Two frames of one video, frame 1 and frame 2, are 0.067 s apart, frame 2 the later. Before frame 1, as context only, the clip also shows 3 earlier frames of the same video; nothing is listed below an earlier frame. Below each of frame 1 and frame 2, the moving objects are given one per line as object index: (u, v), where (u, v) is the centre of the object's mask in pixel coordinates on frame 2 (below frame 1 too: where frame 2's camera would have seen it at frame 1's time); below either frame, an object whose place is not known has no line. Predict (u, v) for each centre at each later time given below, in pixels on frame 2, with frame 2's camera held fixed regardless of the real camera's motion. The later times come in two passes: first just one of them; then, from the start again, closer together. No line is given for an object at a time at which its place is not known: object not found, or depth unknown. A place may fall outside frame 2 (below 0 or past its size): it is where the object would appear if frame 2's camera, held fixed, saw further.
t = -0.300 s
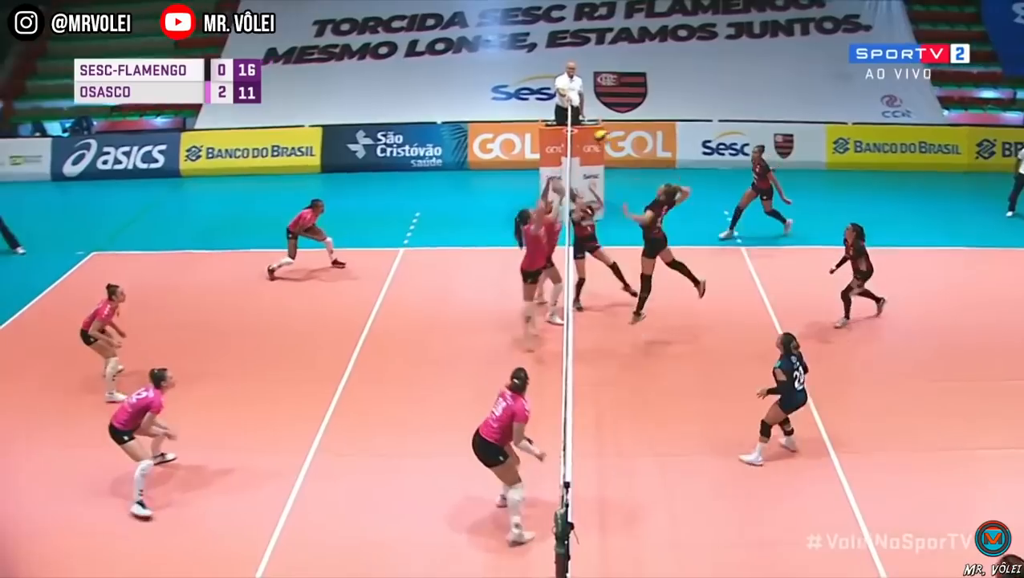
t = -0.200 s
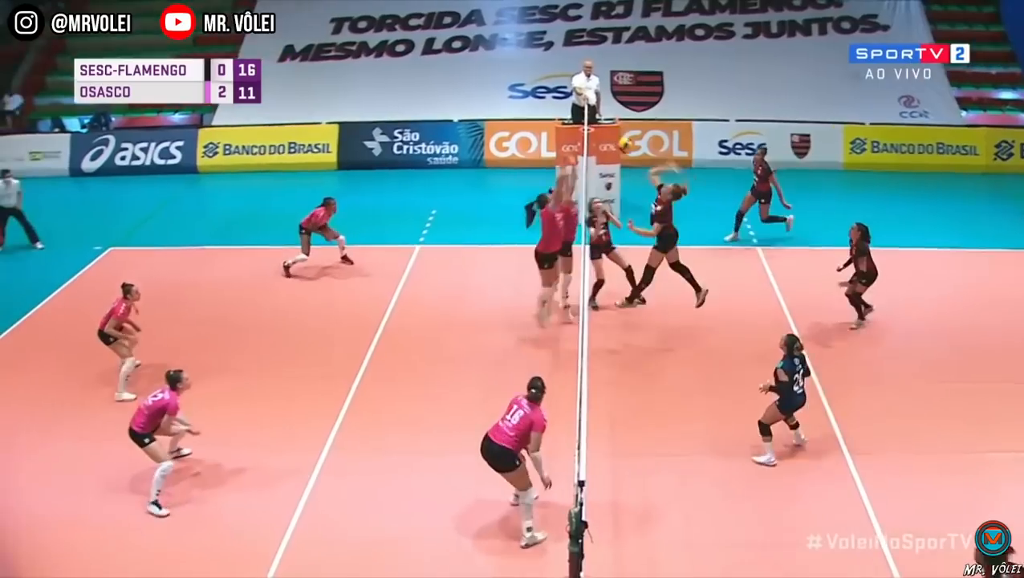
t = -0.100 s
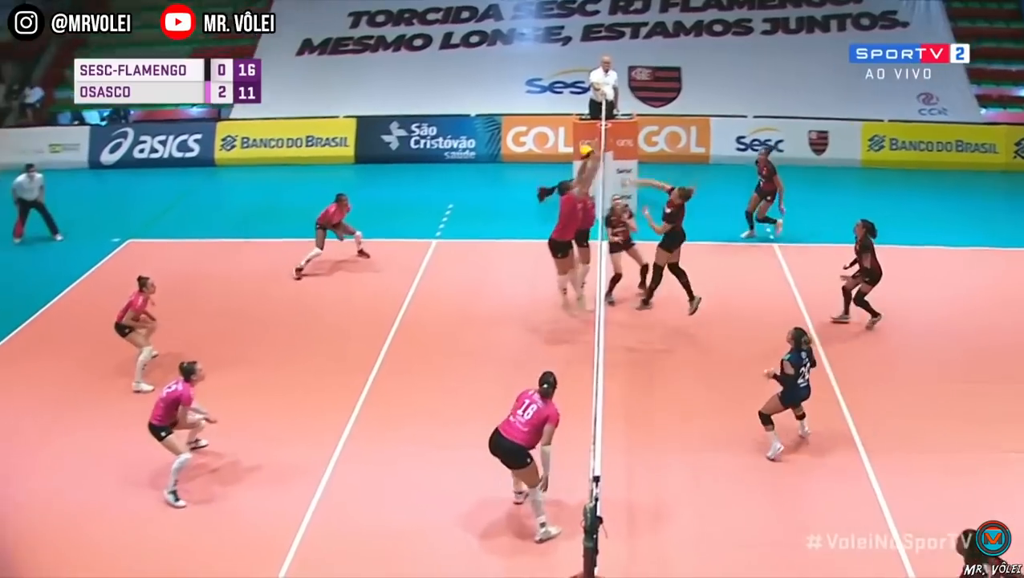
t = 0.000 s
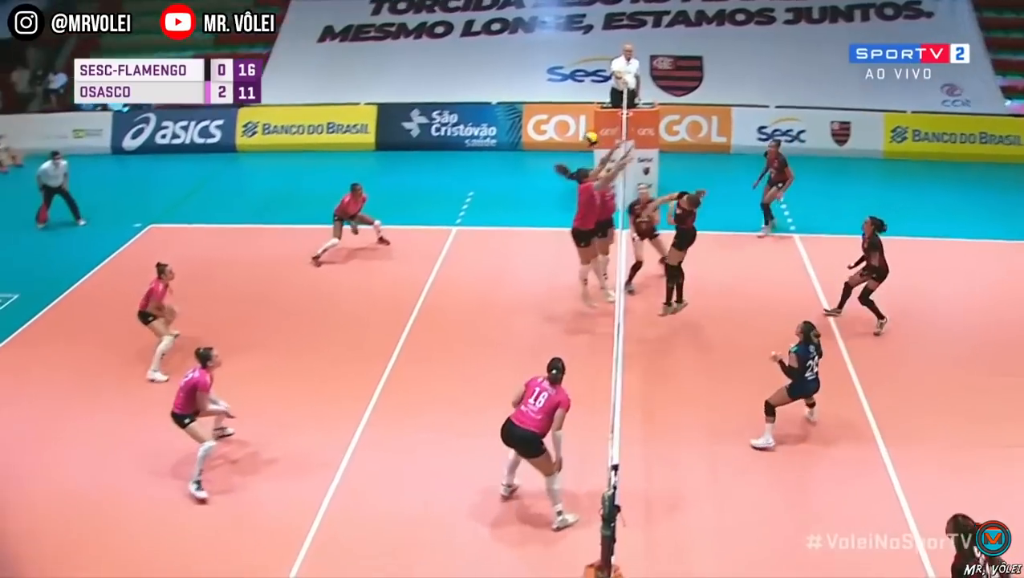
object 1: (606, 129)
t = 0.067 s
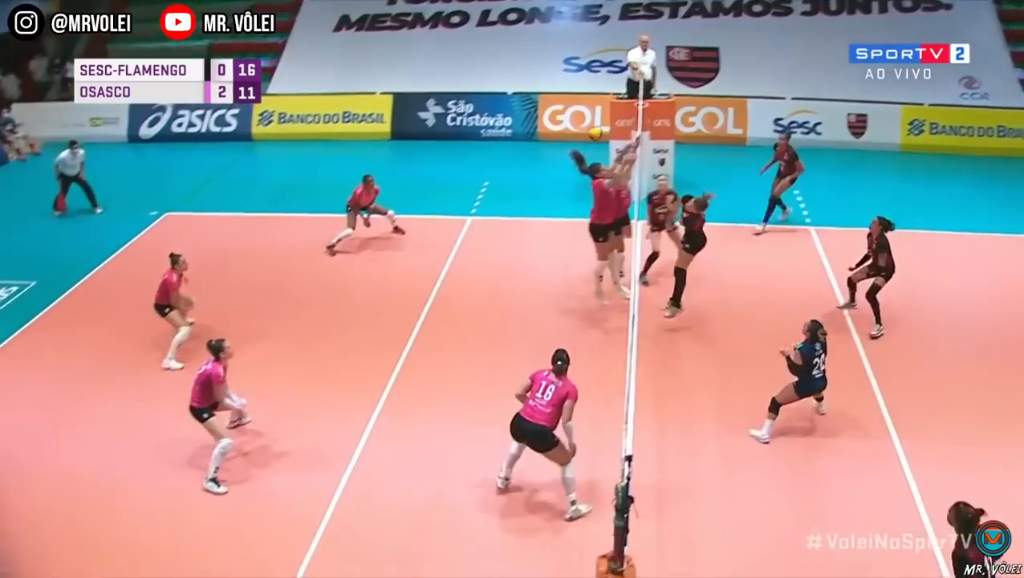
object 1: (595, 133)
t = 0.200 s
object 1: (576, 146)
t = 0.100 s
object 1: (591, 135)
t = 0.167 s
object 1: (582, 141)
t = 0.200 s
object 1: (576, 146)
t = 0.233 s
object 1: (570, 151)
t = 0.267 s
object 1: (567, 157)
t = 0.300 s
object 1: (562, 165)
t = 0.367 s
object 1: (552, 179)
